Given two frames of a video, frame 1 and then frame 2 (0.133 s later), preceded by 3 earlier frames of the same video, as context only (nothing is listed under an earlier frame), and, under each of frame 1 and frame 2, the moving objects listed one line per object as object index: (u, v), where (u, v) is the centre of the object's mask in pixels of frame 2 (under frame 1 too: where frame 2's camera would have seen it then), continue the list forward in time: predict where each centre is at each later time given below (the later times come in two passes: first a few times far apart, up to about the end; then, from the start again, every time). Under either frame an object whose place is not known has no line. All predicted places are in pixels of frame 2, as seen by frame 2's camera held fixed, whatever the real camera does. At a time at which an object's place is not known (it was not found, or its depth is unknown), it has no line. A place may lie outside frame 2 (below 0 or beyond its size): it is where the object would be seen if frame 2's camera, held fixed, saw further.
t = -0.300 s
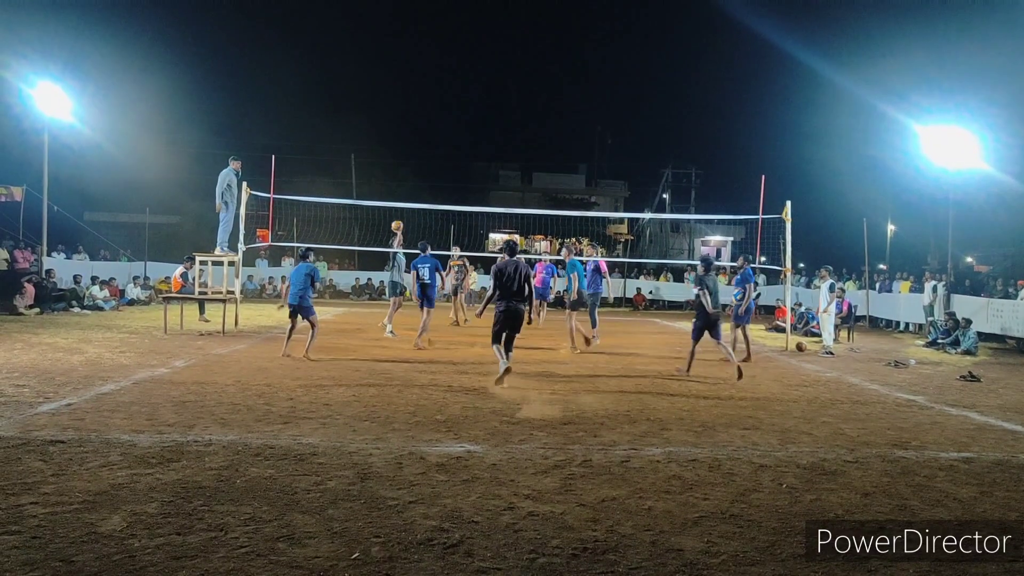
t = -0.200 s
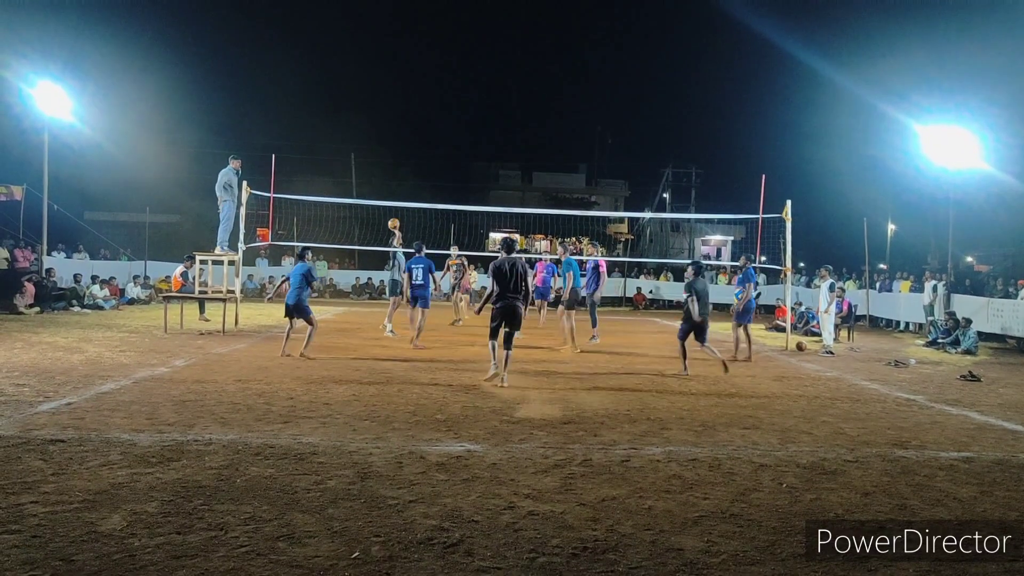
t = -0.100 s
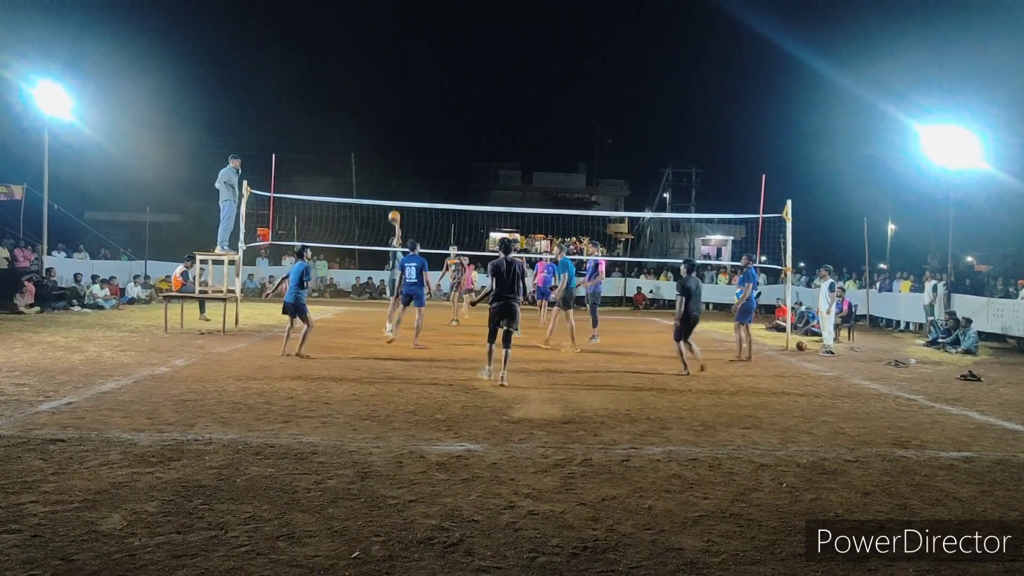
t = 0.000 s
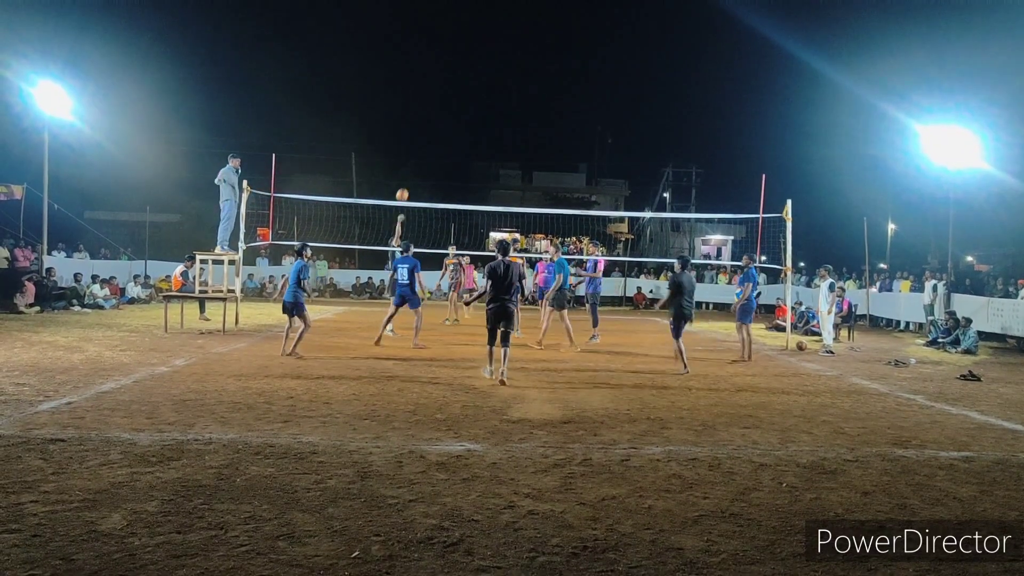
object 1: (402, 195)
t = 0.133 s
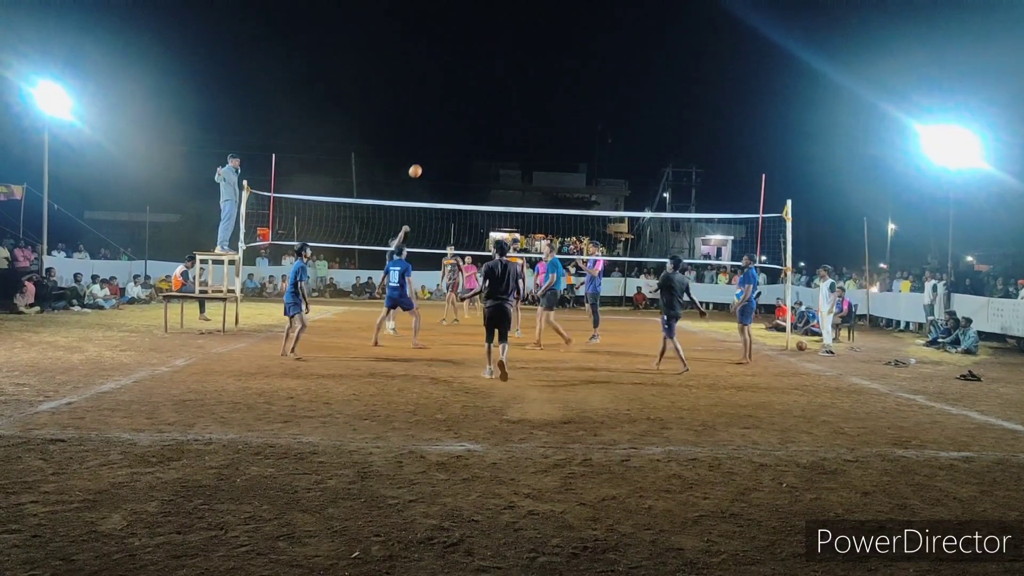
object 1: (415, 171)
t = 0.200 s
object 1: (422, 162)
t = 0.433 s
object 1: (445, 147)
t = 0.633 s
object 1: (467, 160)
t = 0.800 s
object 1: (485, 191)
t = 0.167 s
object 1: (418, 166)
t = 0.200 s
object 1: (422, 162)
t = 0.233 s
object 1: (425, 158)
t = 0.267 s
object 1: (428, 155)
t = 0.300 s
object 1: (432, 152)
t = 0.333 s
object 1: (435, 150)
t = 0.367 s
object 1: (438, 148)
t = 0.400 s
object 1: (442, 147)
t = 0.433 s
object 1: (445, 147)
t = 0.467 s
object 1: (449, 148)
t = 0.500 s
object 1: (452, 149)
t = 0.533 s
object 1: (456, 151)
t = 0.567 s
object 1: (460, 153)
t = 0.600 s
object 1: (463, 156)
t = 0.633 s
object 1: (467, 160)
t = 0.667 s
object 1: (470, 164)
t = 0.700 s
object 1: (474, 170)
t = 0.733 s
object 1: (478, 176)
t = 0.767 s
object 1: (481, 183)
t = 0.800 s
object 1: (485, 191)
